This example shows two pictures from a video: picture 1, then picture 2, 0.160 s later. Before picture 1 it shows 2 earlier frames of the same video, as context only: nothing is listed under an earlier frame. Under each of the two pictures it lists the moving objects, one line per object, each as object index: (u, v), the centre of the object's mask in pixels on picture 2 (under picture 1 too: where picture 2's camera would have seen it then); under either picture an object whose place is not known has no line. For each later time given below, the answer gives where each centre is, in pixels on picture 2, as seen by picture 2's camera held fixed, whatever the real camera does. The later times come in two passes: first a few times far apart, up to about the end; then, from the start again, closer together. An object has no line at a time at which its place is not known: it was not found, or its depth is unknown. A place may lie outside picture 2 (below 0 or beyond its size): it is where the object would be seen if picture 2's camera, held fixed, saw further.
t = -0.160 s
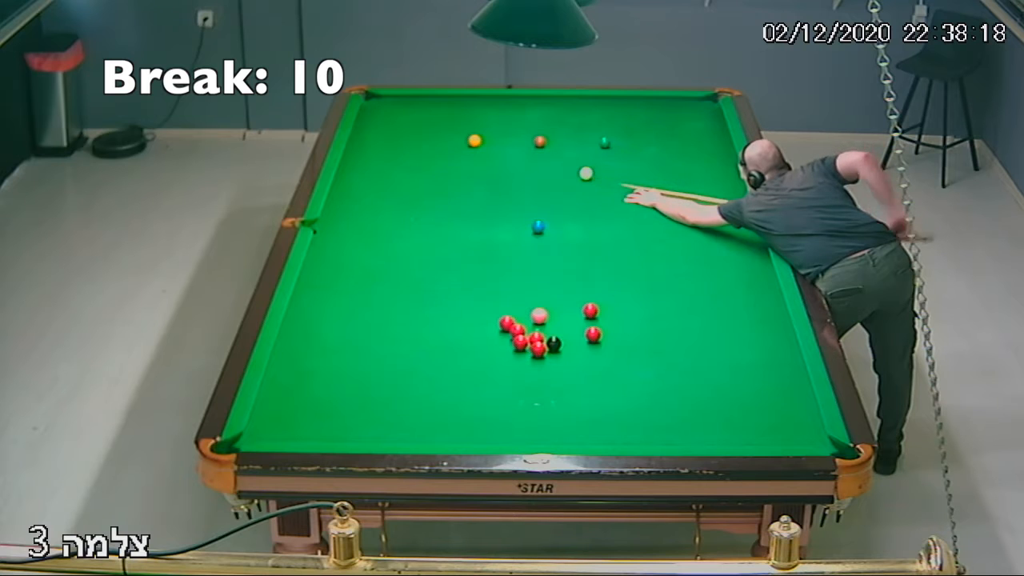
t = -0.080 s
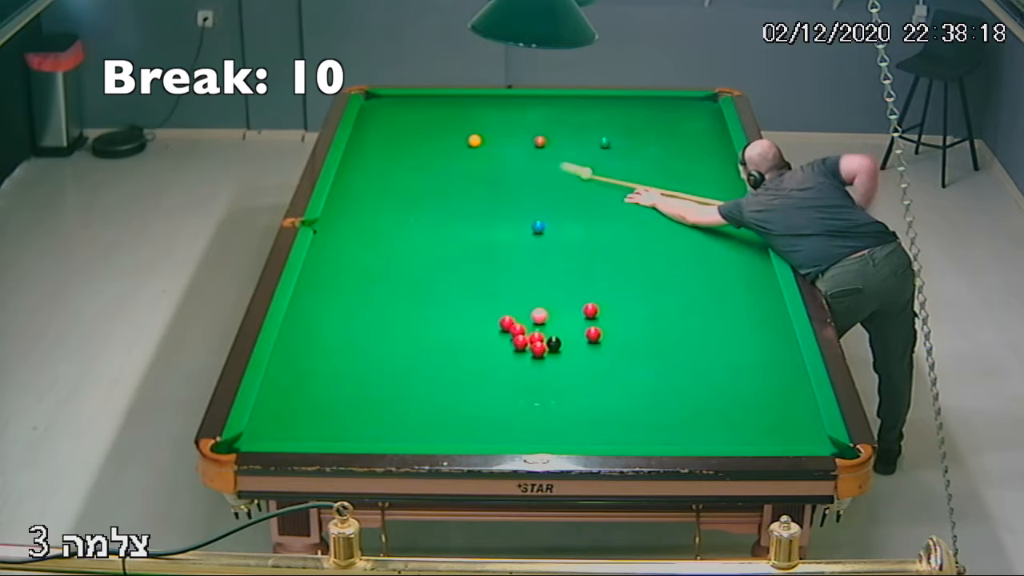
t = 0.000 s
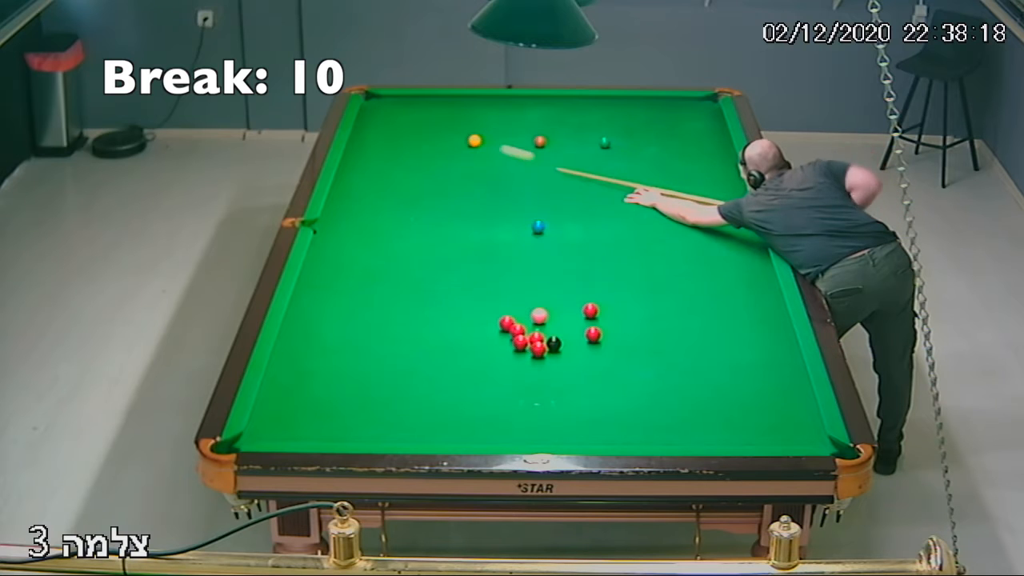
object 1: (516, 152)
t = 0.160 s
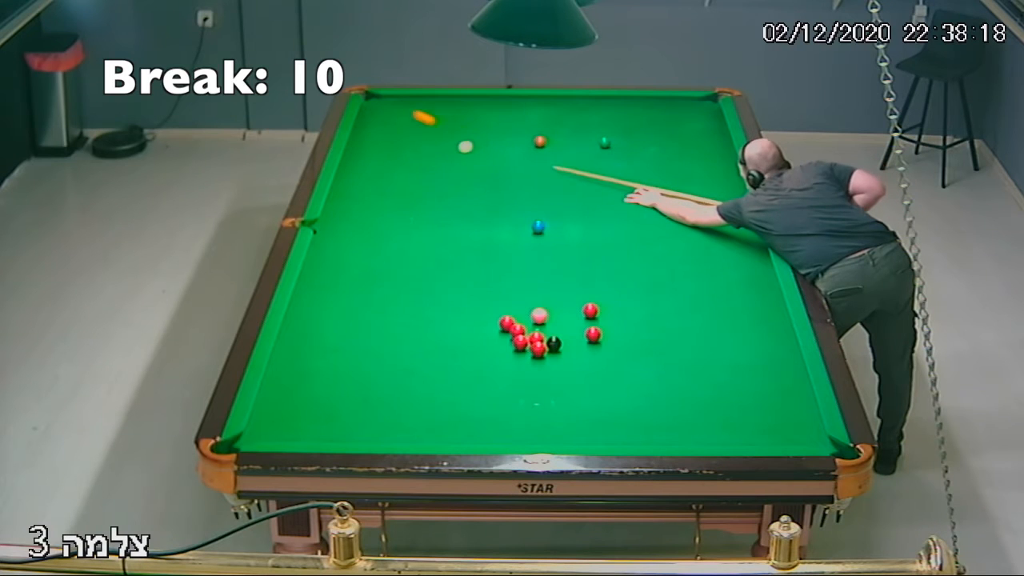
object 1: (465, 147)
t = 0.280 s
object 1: (454, 151)
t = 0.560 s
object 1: (431, 160)
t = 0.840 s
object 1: (410, 170)
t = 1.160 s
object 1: (385, 181)
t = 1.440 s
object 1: (364, 190)
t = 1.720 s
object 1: (344, 199)
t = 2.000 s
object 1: (332, 208)
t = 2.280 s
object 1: (340, 217)
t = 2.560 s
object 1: (347, 227)
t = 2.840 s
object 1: (354, 236)
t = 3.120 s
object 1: (361, 244)
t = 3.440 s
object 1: (368, 254)
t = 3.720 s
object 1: (375, 262)
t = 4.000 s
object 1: (381, 269)
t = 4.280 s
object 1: (387, 276)
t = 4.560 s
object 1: (393, 282)
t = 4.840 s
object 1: (398, 288)
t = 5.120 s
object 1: (403, 293)
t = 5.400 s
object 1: (407, 298)
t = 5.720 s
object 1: (412, 302)
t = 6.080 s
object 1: (416, 306)
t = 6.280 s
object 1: (417, 308)
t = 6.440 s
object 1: (418, 309)
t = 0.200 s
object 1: (461, 148)
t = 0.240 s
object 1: (457, 149)
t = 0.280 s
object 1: (454, 151)
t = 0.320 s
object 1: (451, 152)
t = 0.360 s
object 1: (447, 153)
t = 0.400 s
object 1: (444, 155)
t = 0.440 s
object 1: (441, 156)
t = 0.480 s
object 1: (438, 158)
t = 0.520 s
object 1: (435, 159)
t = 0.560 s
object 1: (431, 160)
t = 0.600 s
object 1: (428, 161)
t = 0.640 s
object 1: (425, 163)
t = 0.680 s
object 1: (422, 165)
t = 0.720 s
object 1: (419, 166)
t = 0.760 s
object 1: (416, 167)
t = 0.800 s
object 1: (413, 169)
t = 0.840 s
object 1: (410, 170)
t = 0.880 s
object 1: (406, 171)
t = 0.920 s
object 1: (403, 173)
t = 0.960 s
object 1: (400, 174)
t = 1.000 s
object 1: (397, 175)
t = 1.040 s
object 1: (394, 177)
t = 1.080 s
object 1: (391, 178)
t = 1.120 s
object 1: (388, 180)
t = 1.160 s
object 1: (385, 181)
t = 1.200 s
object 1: (382, 182)
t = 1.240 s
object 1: (379, 184)
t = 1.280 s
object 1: (376, 185)
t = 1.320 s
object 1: (373, 186)
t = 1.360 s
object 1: (370, 188)
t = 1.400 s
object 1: (367, 189)
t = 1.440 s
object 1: (364, 190)
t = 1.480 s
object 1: (361, 191)
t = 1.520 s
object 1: (358, 193)
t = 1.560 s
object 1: (355, 194)
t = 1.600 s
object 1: (353, 195)
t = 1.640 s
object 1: (349, 196)
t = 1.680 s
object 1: (347, 198)
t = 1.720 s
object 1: (344, 199)
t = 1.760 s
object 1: (341, 200)
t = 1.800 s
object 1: (338, 202)
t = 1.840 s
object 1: (335, 203)
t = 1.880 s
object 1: (333, 204)
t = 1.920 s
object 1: (331, 205)
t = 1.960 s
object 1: (331, 207)
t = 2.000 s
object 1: (332, 208)
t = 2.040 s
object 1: (333, 209)
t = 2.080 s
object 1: (334, 211)
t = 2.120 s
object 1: (335, 212)
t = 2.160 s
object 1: (336, 213)
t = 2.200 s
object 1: (337, 215)
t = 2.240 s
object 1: (338, 216)
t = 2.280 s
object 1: (340, 217)
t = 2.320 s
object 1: (341, 219)
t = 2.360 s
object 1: (342, 220)
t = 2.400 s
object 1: (343, 222)
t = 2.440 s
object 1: (344, 223)
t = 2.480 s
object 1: (345, 224)
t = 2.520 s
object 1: (346, 226)
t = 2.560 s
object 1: (347, 227)
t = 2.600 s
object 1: (348, 228)
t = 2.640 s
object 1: (349, 229)
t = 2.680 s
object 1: (350, 231)
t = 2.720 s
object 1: (351, 232)
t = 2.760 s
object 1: (352, 233)
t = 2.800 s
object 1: (353, 235)
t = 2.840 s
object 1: (354, 236)
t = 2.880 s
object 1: (355, 237)
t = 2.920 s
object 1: (356, 238)
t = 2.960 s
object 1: (357, 239)
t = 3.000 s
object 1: (358, 241)
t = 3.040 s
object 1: (359, 242)
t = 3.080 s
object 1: (360, 243)
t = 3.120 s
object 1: (361, 244)
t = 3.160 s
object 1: (362, 246)
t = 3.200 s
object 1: (363, 247)
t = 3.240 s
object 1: (364, 248)
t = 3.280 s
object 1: (364, 249)
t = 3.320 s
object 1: (366, 250)
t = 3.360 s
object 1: (367, 252)
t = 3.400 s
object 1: (367, 253)
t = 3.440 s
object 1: (368, 254)
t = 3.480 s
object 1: (369, 255)
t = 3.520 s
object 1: (370, 256)
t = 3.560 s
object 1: (371, 257)
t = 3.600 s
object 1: (372, 258)
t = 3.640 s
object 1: (373, 259)
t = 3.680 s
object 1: (374, 261)
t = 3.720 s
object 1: (375, 262)
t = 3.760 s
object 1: (376, 263)
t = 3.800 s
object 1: (377, 264)
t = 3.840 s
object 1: (378, 265)
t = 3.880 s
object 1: (379, 266)
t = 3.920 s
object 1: (380, 267)
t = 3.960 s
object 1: (380, 268)
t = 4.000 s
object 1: (381, 269)
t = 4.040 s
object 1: (382, 270)
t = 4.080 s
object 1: (383, 271)
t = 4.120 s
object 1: (384, 272)
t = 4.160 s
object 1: (385, 273)
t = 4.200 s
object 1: (386, 274)
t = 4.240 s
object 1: (387, 275)
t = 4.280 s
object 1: (387, 276)
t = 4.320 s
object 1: (388, 277)
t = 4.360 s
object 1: (389, 277)
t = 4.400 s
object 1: (390, 278)
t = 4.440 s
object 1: (391, 279)
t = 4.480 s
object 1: (392, 280)
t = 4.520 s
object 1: (393, 281)
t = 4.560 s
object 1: (393, 282)
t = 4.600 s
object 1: (394, 283)
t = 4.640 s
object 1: (395, 284)
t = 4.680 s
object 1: (395, 285)
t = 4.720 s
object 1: (396, 286)
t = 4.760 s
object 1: (397, 286)
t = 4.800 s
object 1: (398, 287)
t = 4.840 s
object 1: (398, 288)
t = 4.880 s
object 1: (399, 289)
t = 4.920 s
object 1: (400, 289)
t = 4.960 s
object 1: (400, 290)
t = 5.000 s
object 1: (401, 291)
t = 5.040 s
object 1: (402, 292)
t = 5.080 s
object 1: (402, 292)
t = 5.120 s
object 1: (403, 293)
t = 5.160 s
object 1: (404, 294)
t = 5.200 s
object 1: (404, 294)
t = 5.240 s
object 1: (405, 295)
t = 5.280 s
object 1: (406, 296)
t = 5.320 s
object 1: (406, 297)
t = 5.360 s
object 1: (407, 297)
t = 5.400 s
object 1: (407, 298)
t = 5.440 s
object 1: (408, 298)
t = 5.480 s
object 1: (408, 299)
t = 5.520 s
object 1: (409, 300)
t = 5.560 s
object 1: (410, 300)
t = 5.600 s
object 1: (410, 301)
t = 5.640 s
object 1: (411, 301)
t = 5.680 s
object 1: (411, 302)
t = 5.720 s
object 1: (412, 302)
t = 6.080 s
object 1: (416, 306)
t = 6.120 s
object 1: (416, 306)
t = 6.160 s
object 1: (416, 307)
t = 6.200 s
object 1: (416, 307)
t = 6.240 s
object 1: (417, 308)
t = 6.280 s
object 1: (417, 308)
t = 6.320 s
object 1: (417, 308)
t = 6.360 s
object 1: (418, 309)
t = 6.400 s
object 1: (418, 309)
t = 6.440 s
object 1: (418, 309)
